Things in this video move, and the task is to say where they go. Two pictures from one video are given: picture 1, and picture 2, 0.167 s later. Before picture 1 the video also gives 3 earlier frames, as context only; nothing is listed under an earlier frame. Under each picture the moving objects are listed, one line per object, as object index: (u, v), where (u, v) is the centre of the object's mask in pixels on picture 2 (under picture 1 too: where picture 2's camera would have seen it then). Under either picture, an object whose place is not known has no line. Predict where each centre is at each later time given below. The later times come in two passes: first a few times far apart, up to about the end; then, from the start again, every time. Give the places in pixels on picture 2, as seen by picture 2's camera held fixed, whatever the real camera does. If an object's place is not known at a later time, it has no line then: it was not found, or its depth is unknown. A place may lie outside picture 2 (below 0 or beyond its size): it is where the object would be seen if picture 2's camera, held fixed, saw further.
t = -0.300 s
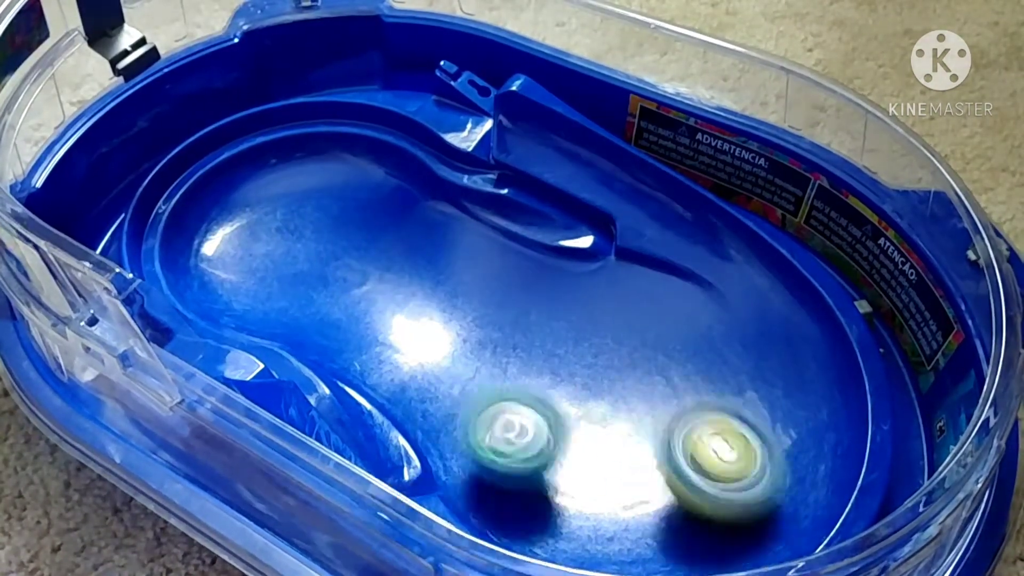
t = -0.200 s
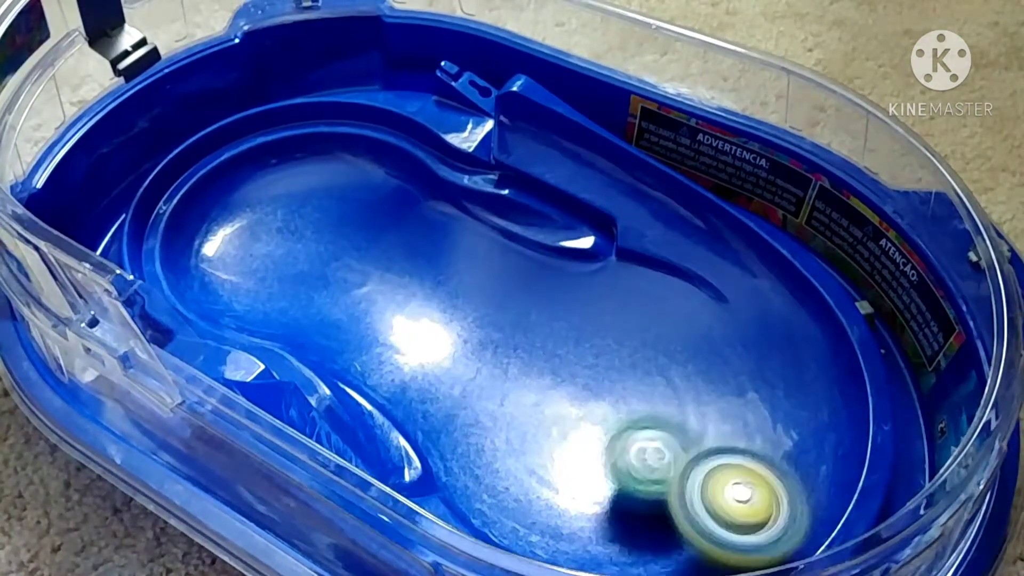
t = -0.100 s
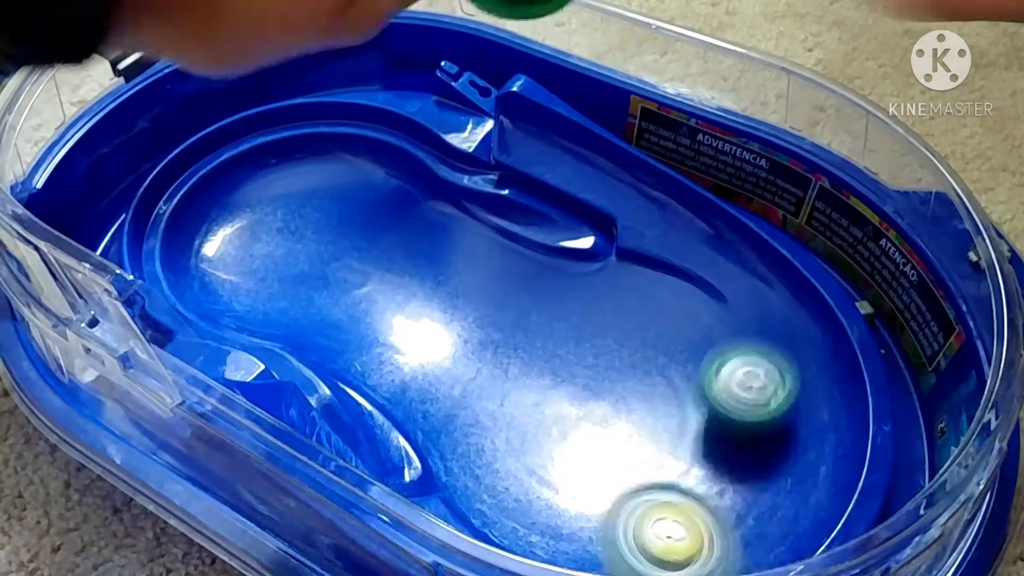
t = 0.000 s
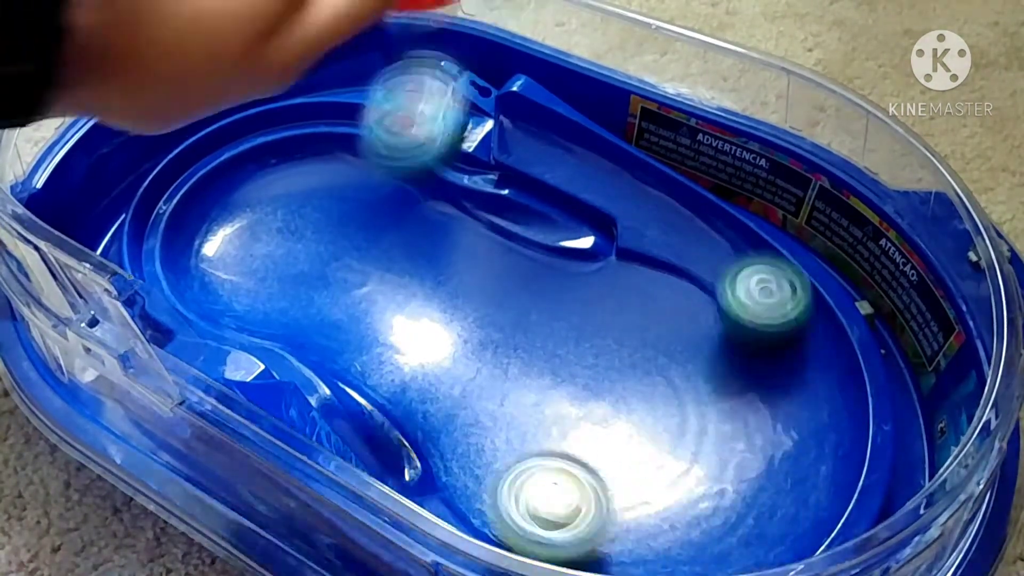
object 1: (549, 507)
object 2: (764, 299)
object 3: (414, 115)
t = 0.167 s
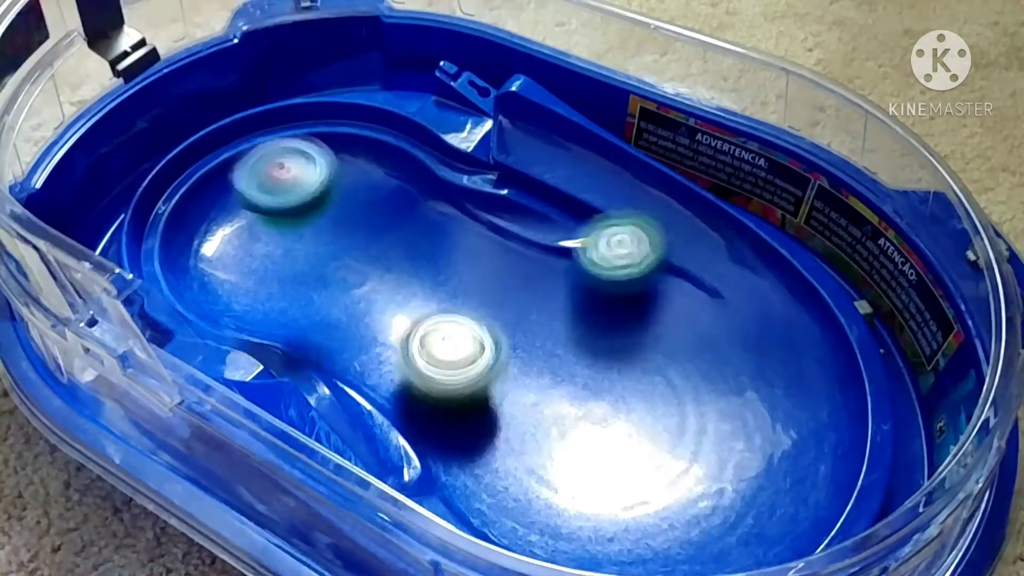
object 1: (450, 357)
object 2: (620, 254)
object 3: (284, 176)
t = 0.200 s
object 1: (459, 323)
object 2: (582, 261)
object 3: (266, 172)
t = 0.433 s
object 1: (311, 260)
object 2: (673, 344)
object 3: (218, 226)
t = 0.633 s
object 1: (256, 290)
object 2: (703, 418)
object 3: (266, 170)
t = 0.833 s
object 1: (283, 246)
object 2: (663, 433)
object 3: (388, 189)
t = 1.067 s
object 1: (271, 239)
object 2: (615, 401)
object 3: (486, 289)
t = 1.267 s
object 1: (318, 233)
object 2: (797, 463)
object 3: (470, 367)
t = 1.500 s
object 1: (398, 271)
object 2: (654, 373)
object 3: (561, 442)
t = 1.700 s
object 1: (497, 319)
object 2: (653, 241)
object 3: (693, 505)
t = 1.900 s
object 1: (491, 389)
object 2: (745, 256)
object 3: (743, 455)
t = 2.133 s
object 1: (487, 376)
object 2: (481, 187)
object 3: (470, 473)
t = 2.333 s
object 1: (617, 296)
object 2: (230, 271)
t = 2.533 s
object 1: (794, 406)
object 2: (248, 217)
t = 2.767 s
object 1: (520, 515)
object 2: (284, 224)
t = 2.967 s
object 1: (370, 281)
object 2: (307, 227)
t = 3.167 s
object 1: (568, 236)
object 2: (216, 81)
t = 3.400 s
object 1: (823, 426)
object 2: (247, 80)
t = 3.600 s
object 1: (496, 494)
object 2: (326, 67)
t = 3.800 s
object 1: (372, 253)
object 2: (317, 59)
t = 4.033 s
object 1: (324, 151)
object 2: (286, 58)
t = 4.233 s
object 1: (279, 251)
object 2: (343, 66)
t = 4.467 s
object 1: (223, 231)
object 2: (300, 72)
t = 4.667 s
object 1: (288, 149)
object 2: (301, 71)
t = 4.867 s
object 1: (403, 245)
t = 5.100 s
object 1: (433, 334)
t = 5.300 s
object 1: (510, 347)
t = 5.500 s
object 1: (554, 352)
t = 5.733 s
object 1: (611, 405)
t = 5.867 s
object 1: (557, 440)
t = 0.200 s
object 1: (459, 323)
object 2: (582, 261)
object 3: (266, 172)
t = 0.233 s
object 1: (450, 294)
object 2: (563, 269)
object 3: (252, 180)
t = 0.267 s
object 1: (417, 281)
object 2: (585, 273)
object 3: (243, 207)
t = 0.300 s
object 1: (386, 270)
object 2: (609, 283)
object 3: (241, 251)
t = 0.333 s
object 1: (359, 262)
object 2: (628, 293)
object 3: (239, 255)
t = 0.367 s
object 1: (337, 259)
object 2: (645, 309)
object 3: (236, 251)
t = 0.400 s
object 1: (325, 259)
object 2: (660, 328)
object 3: (225, 236)
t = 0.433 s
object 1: (311, 260)
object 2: (673, 344)
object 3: (218, 226)
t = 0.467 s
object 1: (297, 263)
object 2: (682, 362)
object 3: (214, 220)
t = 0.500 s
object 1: (281, 264)
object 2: (691, 379)
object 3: (216, 211)
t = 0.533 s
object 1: (268, 265)
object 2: (697, 392)
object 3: (217, 205)
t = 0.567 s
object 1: (263, 280)
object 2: (701, 402)
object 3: (232, 181)
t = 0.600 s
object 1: (257, 290)
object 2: (703, 414)
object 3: (252, 170)
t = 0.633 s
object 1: (256, 290)
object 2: (703, 418)
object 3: (266, 170)
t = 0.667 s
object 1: (257, 291)
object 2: (701, 425)
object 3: (294, 168)
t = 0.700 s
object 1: (260, 284)
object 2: (697, 429)
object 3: (320, 168)
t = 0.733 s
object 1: (262, 273)
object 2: (690, 432)
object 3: (343, 171)
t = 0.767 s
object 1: (265, 263)
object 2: (681, 435)
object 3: (362, 175)
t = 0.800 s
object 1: (270, 254)
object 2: (673, 435)
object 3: (378, 181)
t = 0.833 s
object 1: (283, 246)
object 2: (663, 433)
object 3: (388, 189)
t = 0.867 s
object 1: (295, 238)
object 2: (653, 429)
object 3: (393, 198)
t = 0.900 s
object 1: (297, 237)
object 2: (643, 425)
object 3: (408, 203)
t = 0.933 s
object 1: (284, 241)
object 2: (635, 418)
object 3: (429, 204)
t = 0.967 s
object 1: (275, 243)
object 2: (627, 413)
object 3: (447, 219)
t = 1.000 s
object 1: (271, 243)
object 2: (621, 408)
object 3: (462, 237)
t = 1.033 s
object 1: (271, 241)
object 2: (616, 403)
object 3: (474, 263)
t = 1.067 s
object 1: (271, 239)
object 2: (615, 401)
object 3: (486, 289)
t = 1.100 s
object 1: (275, 235)
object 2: (613, 399)
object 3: (497, 317)
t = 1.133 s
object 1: (281, 232)
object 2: (614, 398)
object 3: (510, 346)
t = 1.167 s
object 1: (288, 230)
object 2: (641, 415)
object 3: (508, 358)
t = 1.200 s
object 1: (298, 229)
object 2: (696, 442)
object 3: (490, 362)
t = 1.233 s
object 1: (309, 230)
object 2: (750, 457)
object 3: (477, 364)
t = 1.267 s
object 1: (318, 233)
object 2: (797, 463)
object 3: (470, 367)
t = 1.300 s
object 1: (328, 237)
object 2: (790, 445)
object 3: (469, 374)
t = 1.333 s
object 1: (339, 242)
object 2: (772, 432)
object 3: (472, 383)
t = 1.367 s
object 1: (350, 247)
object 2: (752, 431)
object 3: (480, 395)
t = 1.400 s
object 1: (361, 253)
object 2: (726, 415)
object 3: (494, 407)
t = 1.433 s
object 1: (372, 260)
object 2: (702, 400)
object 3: (512, 421)
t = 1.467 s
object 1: (384, 266)
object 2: (677, 385)
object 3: (534, 433)
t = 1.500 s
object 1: (398, 271)
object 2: (654, 373)
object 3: (561, 442)
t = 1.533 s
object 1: (414, 275)
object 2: (633, 360)
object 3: (592, 447)
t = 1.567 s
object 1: (435, 278)
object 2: (622, 333)
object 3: (609, 469)
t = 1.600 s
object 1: (459, 282)
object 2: (614, 308)
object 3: (629, 490)
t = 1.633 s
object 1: (488, 287)
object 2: (605, 289)
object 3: (649, 501)
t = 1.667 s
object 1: (501, 299)
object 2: (618, 265)
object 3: (672, 508)
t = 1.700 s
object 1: (497, 319)
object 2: (653, 241)
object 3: (693, 505)
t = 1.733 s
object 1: (495, 340)
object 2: (677, 232)
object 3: (715, 496)
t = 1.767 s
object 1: (494, 354)
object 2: (704, 239)
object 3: (736, 479)
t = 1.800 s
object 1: (494, 367)
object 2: (725, 256)
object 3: (752, 457)
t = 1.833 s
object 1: (493, 378)
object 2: (737, 279)
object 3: (763, 432)
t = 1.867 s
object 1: (493, 385)
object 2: (741, 303)
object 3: (765, 407)
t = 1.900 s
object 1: (491, 389)
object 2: (745, 256)
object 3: (743, 455)
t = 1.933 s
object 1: (490, 394)
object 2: (719, 199)
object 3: (704, 514)
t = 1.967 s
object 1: (489, 394)
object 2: (689, 158)
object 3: (661, 542)
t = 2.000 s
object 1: (487, 394)
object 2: (655, 138)
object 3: (612, 544)
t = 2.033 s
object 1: (486, 392)
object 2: (613, 134)
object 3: (562, 538)
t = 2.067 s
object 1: (484, 390)
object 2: (571, 135)
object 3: (517, 519)
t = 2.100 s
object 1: (484, 384)
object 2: (528, 151)
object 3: (488, 495)
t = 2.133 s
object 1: (487, 376)
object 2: (481, 187)
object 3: (470, 473)
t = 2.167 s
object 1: (500, 353)
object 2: (433, 216)
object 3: (456, 457)
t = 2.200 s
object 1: (515, 332)
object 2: (385, 245)
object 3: (450, 445)
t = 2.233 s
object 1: (536, 316)
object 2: (337, 265)
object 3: (450, 429)
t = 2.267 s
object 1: (561, 303)
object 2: (290, 282)
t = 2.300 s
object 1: (587, 297)
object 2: (245, 287)
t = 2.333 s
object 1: (617, 296)
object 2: (230, 271)
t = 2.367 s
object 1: (652, 300)
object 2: (219, 269)
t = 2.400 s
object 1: (686, 309)
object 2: (217, 258)
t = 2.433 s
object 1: (719, 325)
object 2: (219, 247)
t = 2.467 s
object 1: (751, 347)
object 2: (226, 235)
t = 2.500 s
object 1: (776, 375)
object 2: (237, 226)
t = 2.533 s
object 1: (794, 406)
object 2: (248, 217)
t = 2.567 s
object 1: (801, 444)
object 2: (258, 213)
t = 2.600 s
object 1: (783, 478)
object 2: (267, 211)
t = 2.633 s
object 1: (743, 513)
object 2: (274, 211)
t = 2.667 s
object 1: (718, 522)
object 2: (276, 212)
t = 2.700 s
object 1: (660, 533)
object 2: (280, 216)
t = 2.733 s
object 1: (591, 533)
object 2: (282, 219)
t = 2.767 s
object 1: (520, 515)
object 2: (284, 224)
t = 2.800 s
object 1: (461, 482)
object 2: (286, 227)
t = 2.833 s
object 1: (415, 447)
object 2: (289, 229)
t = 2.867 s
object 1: (380, 408)
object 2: (292, 231)
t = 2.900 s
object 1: (369, 363)
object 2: (298, 231)
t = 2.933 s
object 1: (365, 320)
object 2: (303, 230)
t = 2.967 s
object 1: (370, 281)
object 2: (307, 227)
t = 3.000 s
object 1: (392, 264)
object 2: (294, 199)
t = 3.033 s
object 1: (421, 250)
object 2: (273, 165)
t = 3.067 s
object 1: (454, 240)
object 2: (249, 124)
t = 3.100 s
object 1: (488, 232)
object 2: (230, 91)
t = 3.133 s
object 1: (527, 229)
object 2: (217, 75)
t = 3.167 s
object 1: (568, 236)
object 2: (216, 81)
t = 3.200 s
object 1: (607, 251)
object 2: (216, 86)
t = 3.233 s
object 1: (654, 269)
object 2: (219, 89)
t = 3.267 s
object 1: (700, 288)
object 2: (222, 88)
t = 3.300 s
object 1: (749, 311)
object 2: (227, 86)
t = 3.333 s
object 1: (788, 340)
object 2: (233, 84)
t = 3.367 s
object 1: (817, 380)
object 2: (238, 81)
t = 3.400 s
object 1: (823, 426)
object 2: (247, 80)
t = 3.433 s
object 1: (806, 467)
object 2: (256, 78)
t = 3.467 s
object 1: (764, 505)
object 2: (265, 74)
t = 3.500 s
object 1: (708, 525)
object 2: (280, 71)
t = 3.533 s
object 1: (638, 529)
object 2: (296, 67)
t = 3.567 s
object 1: (568, 520)
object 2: (310, 64)
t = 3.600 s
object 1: (496, 494)
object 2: (326, 67)
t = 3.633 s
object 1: (440, 461)
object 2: (334, 60)
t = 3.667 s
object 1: (399, 421)
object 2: (342, 56)
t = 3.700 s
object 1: (378, 372)
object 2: (349, 64)
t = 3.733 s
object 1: (373, 324)
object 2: (341, 61)
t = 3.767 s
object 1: (370, 297)
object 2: (327, 52)
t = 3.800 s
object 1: (372, 253)
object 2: (317, 59)
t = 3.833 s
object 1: (377, 219)
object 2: (308, 65)
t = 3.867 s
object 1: (379, 180)
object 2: (301, 66)
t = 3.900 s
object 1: (375, 150)
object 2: (293, 68)
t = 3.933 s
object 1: (360, 131)
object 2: (287, 67)
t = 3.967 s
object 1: (343, 122)
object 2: (285, 70)
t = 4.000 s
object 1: (329, 128)
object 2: (289, 66)
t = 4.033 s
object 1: (324, 151)
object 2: (286, 58)
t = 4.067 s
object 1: (319, 173)
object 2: (296, 63)
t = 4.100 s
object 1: (311, 194)
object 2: (313, 67)
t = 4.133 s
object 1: (304, 211)
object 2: (324, 65)
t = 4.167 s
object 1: (296, 227)
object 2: (338, 65)
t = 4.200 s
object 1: (290, 241)
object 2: (352, 62)
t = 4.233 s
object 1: (279, 251)
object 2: (343, 66)
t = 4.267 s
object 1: (270, 258)
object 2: (326, 68)
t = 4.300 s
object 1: (262, 262)
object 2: (309, 67)
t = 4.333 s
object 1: (252, 260)
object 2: (301, 71)
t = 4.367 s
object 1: (245, 258)
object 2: (300, 71)
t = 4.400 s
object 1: (238, 252)
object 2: (300, 72)
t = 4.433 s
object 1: (230, 243)
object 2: (300, 72)
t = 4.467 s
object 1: (223, 231)
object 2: (300, 72)
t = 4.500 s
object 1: (219, 216)
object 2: (301, 71)
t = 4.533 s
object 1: (219, 199)
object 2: (300, 72)
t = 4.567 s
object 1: (229, 180)
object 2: (301, 71)
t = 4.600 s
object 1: (236, 171)
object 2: (301, 71)
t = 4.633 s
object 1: (274, 152)
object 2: (301, 71)
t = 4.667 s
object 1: (288, 149)
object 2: (301, 71)
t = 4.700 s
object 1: (319, 151)
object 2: (301, 71)
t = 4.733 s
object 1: (349, 160)
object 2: (301, 71)
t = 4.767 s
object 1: (373, 175)
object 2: (301, 71)
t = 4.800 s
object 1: (386, 197)
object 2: (301, 71)
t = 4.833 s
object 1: (396, 221)
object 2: (301, 71)
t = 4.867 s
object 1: (403, 245)
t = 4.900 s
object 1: (408, 268)
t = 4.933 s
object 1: (413, 287)
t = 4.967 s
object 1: (417, 304)
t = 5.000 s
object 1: (419, 316)
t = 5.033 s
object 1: (425, 326)
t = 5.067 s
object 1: (428, 331)
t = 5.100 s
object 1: (433, 334)
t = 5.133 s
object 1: (443, 338)
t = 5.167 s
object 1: (455, 340)
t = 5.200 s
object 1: (470, 343)
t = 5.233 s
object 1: (487, 347)
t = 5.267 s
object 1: (498, 347)
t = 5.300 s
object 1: (510, 347)
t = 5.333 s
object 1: (527, 350)
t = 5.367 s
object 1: (528, 348)
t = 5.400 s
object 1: (530, 348)
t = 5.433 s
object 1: (536, 348)
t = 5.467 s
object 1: (545, 349)
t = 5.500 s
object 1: (554, 352)
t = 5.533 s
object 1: (565, 357)
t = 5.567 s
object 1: (575, 363)
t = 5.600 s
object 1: (586, 370)
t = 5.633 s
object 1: (595, 378)
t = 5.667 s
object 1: (603, 385)
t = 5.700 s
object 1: (612, 394)
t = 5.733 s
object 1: (611, 405)
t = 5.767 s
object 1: (595, 421)
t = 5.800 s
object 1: (583, 431)
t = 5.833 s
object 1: (570, 436)
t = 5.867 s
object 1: (557, 440)
